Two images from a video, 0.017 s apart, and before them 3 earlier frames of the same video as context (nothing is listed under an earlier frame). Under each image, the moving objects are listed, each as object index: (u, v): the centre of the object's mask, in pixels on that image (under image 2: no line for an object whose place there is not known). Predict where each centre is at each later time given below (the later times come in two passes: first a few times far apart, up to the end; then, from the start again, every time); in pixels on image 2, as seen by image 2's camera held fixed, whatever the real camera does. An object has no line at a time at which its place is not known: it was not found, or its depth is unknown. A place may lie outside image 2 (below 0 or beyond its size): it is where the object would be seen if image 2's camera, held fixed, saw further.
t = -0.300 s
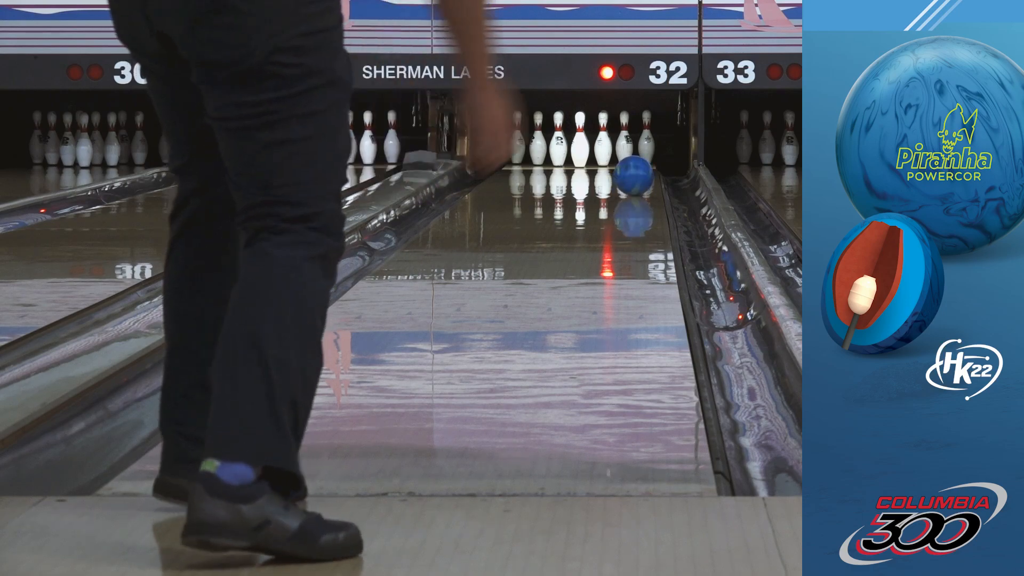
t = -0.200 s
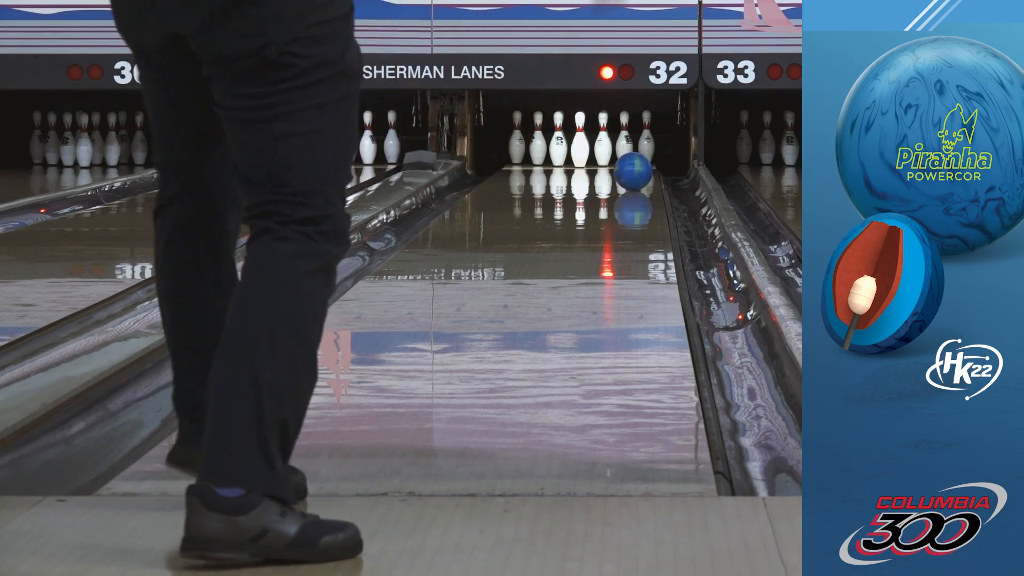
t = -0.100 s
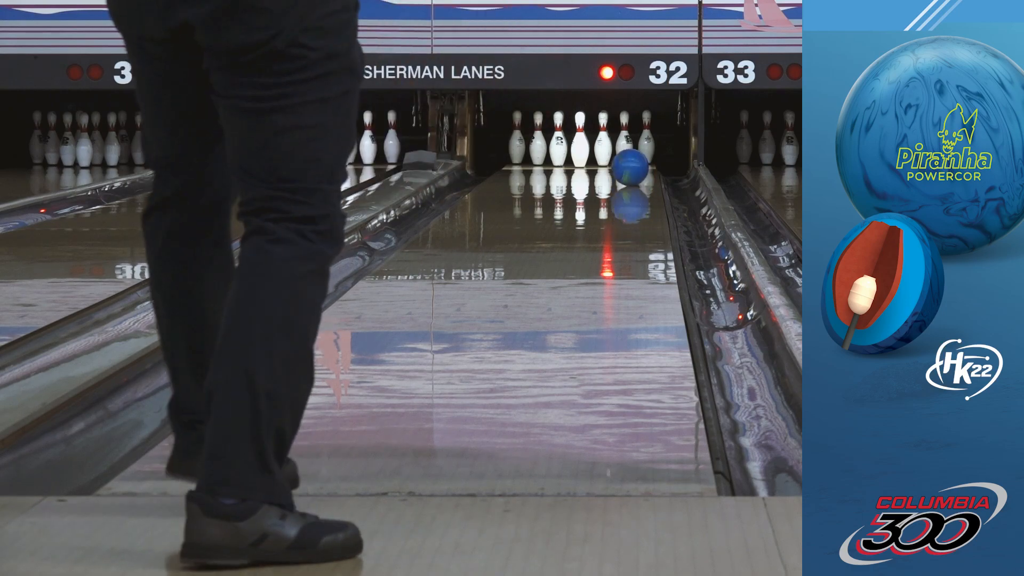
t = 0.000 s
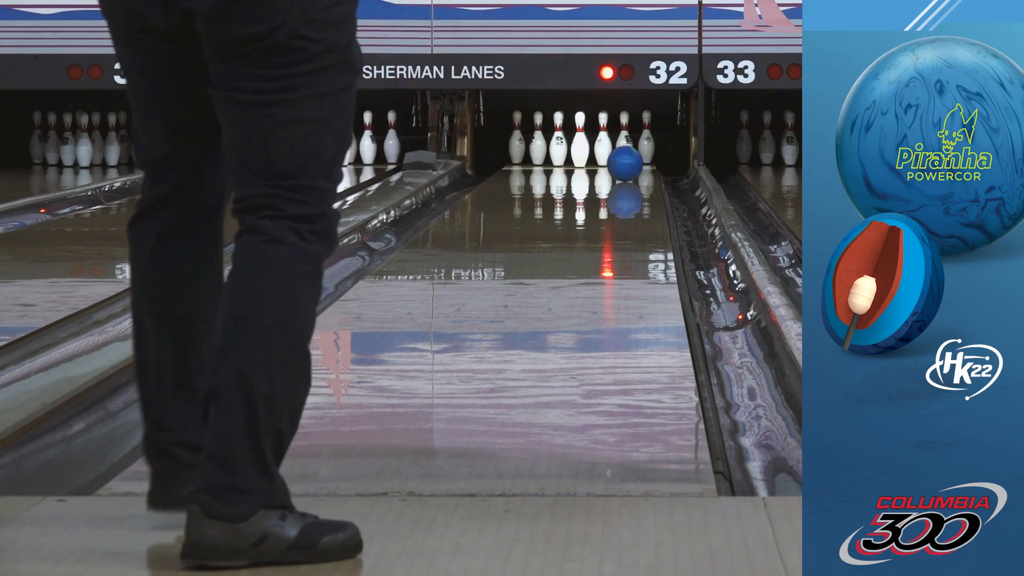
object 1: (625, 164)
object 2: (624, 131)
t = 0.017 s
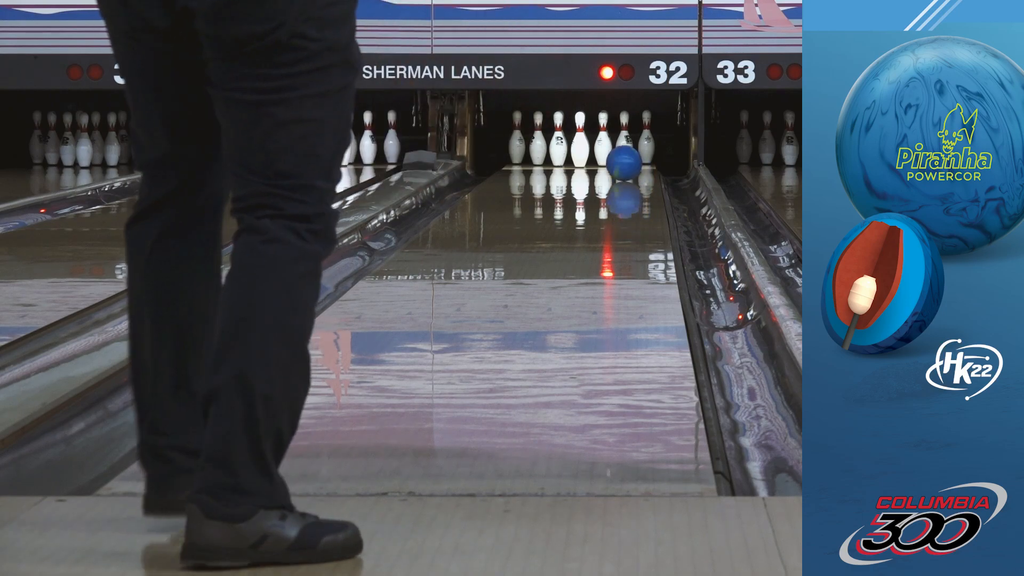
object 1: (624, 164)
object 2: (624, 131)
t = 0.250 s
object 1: (605, 157)
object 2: (625, 139)
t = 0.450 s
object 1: (592, 152)
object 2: (624, 141)
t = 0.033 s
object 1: (623, 163)
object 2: (624, 130)
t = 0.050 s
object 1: (622, 162)
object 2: (624, 130)
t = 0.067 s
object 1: (620, 162)
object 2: (624, 130)
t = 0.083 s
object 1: (619, 161)
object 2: (624, 130)
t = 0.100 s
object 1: (618, 161)
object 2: (625, 130)
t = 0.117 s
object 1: (617, 160)
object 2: (625, 131)
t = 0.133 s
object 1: (615, 160)
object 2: (625, 131)
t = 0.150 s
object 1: (614, 159)
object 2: (625, 132)
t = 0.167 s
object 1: (612, 159)
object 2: (625, 133)
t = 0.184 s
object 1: (611, 158)
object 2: (625, 135)
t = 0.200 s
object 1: (609, 158)
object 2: (625, 136)
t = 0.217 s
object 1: (608, 157)
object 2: (625, 137)
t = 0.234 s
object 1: (606, 157)
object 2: (625, 138)
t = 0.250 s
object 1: (605, 157)
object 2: (625, 139)
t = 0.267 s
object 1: (604, 156)
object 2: (625, 140)
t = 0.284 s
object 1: (602, 156)
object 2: (624, 140)
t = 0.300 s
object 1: (600, 155)
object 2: (624, 141)
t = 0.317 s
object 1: (599, 155)
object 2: (624, 141)
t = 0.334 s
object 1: (598, 155)
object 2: (624, 141)
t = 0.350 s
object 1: (596, 154)
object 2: (624, 141)
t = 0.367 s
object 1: (595, 154)
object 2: (624, 141)
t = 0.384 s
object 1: (593, 153)
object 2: (624, 141)
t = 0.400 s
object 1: (592, 153)
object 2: (624, 141)
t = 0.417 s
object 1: (591, 152)
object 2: (624, 141)
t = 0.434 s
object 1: (591, 152)
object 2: (624, 141)
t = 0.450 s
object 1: (592, 152)
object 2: (624, 141)
